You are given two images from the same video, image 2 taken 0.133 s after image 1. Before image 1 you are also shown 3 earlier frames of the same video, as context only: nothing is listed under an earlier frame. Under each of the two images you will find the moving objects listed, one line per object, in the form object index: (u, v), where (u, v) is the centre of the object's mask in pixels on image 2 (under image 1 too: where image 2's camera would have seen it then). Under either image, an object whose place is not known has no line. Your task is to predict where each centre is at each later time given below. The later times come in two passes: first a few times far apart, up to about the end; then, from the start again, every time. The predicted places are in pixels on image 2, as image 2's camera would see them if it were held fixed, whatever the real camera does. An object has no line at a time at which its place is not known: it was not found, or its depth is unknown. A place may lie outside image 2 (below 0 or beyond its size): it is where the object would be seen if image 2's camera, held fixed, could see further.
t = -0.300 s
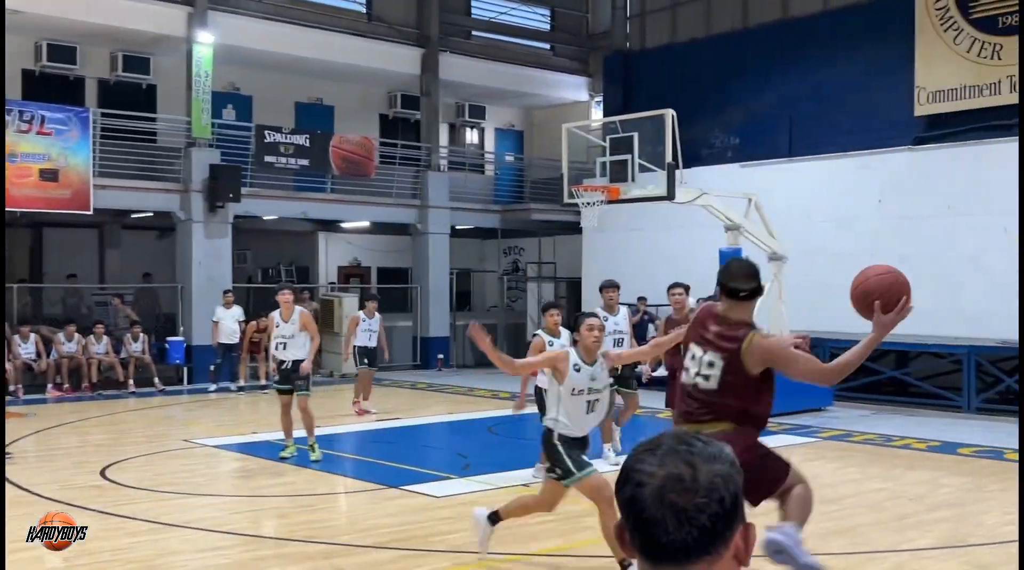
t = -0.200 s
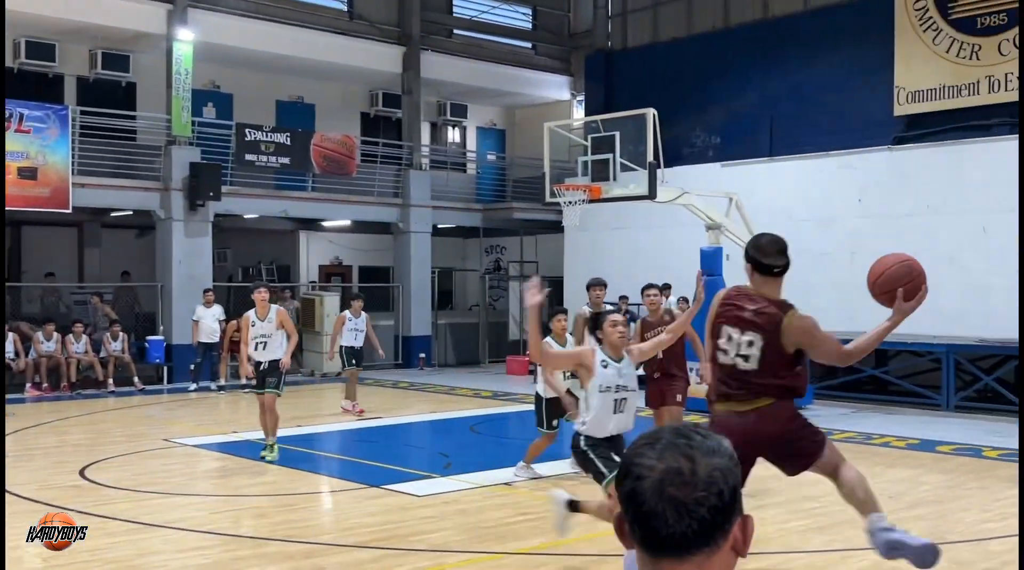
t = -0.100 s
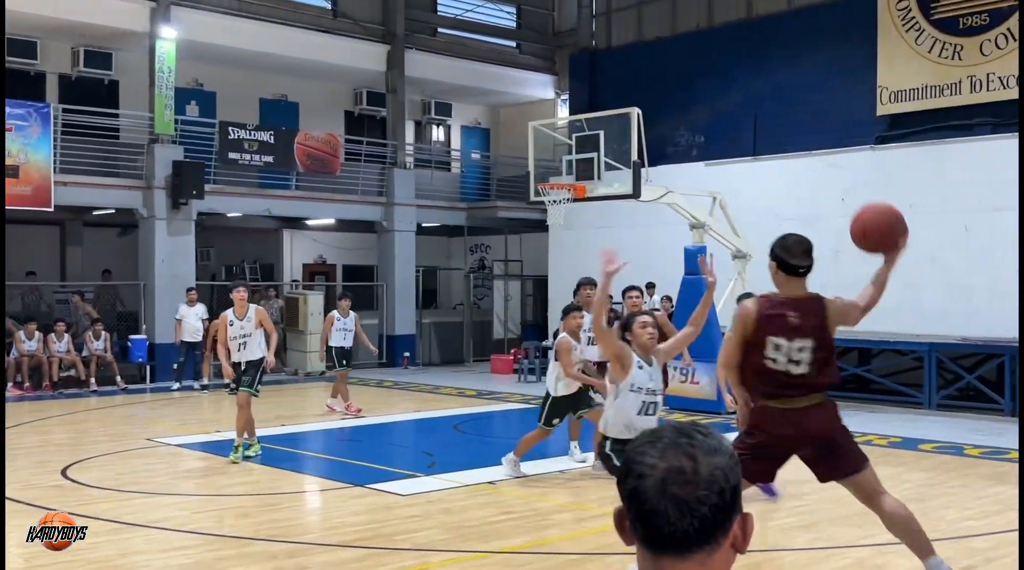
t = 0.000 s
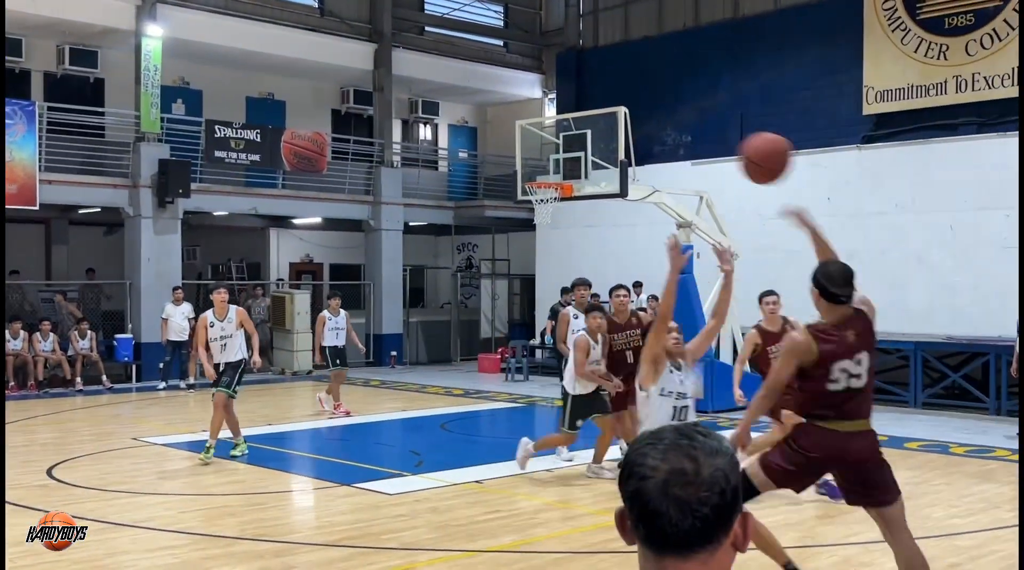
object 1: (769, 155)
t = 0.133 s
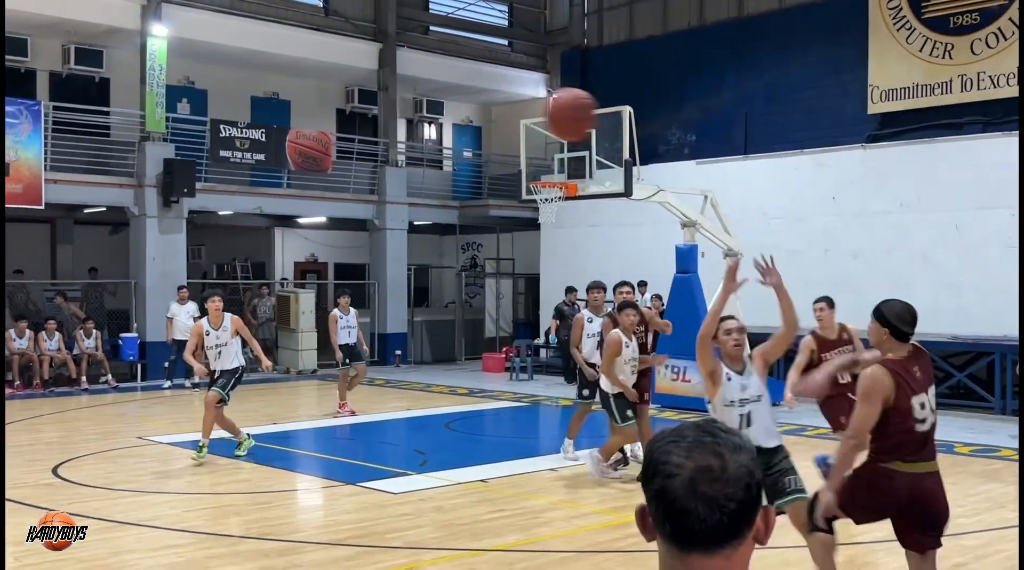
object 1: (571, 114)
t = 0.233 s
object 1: (418, 102)
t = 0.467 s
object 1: (53, 161)
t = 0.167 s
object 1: (518, 110)
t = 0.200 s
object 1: (470, 105)
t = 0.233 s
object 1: (418, 102)
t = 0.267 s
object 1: (368, 105)
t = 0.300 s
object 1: (317, 109)
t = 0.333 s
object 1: (265, 114)
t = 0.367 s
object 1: (212, 122)
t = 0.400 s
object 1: (159, 133)
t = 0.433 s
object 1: (106, 146)
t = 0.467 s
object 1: (53, 161)
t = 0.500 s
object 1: (1, 180)
